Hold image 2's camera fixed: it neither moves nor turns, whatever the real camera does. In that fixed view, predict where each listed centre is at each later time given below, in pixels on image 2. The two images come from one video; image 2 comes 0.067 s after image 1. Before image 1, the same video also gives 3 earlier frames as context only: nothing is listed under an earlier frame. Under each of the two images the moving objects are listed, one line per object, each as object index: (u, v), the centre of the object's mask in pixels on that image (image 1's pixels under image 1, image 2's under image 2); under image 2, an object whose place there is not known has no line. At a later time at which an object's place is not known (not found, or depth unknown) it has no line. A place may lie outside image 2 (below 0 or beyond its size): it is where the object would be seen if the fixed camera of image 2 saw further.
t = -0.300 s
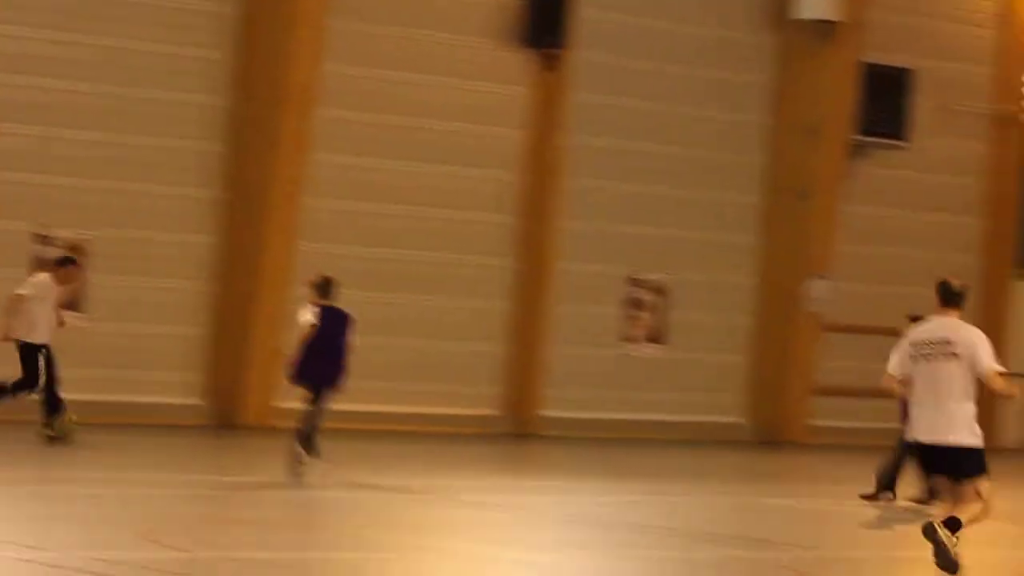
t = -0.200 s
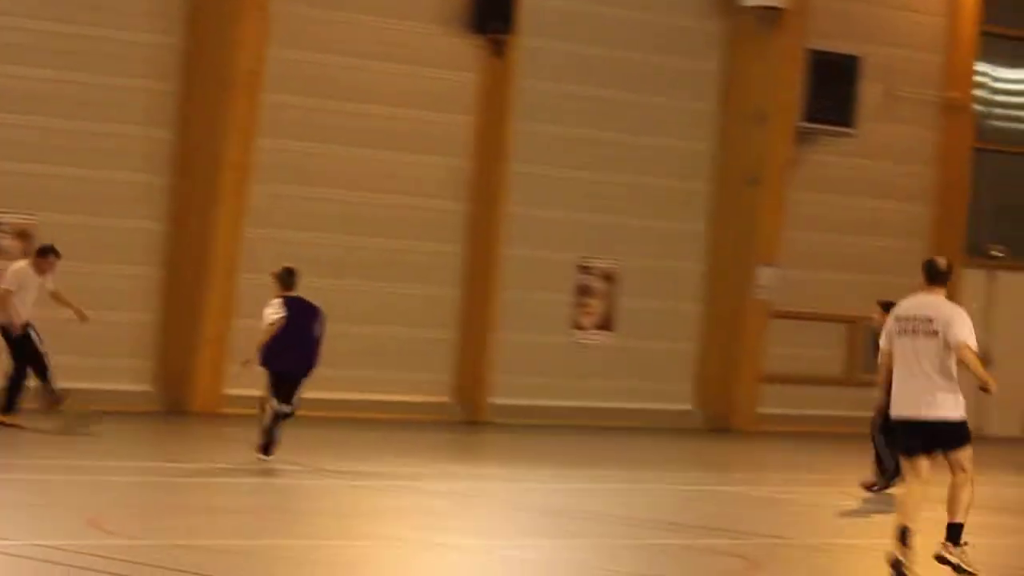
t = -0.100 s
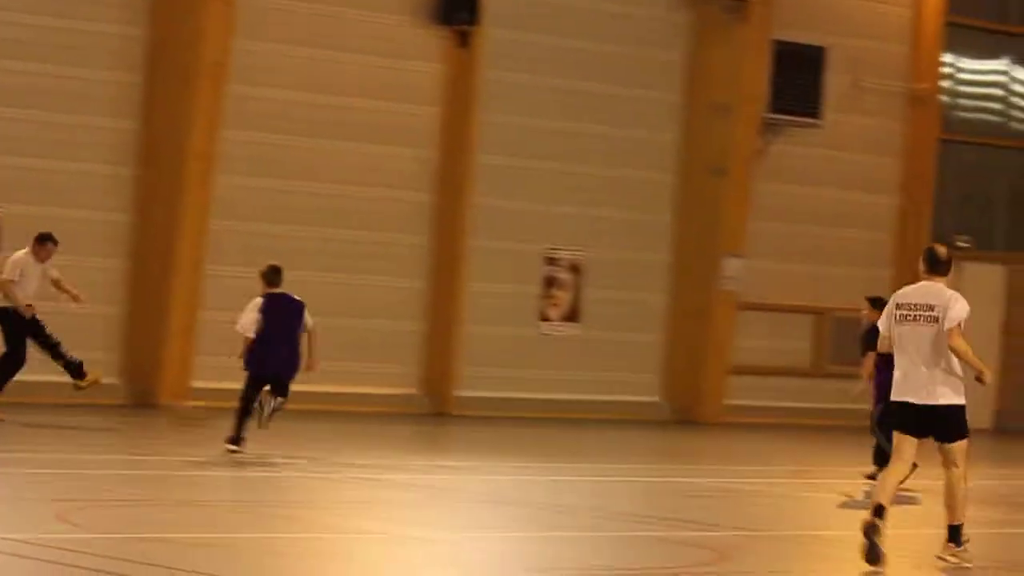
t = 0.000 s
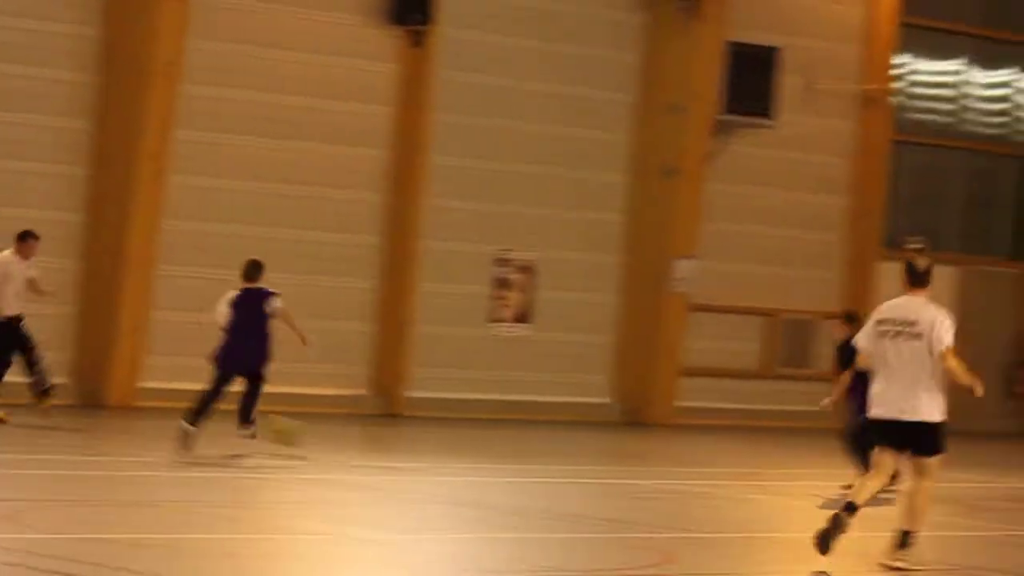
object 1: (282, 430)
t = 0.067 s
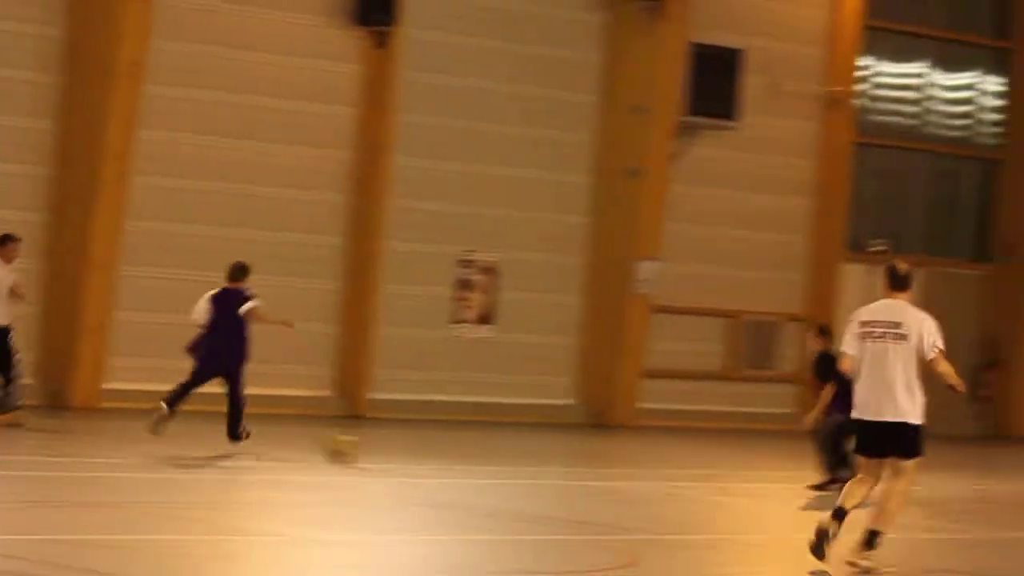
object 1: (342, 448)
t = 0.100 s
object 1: (388, 448)
